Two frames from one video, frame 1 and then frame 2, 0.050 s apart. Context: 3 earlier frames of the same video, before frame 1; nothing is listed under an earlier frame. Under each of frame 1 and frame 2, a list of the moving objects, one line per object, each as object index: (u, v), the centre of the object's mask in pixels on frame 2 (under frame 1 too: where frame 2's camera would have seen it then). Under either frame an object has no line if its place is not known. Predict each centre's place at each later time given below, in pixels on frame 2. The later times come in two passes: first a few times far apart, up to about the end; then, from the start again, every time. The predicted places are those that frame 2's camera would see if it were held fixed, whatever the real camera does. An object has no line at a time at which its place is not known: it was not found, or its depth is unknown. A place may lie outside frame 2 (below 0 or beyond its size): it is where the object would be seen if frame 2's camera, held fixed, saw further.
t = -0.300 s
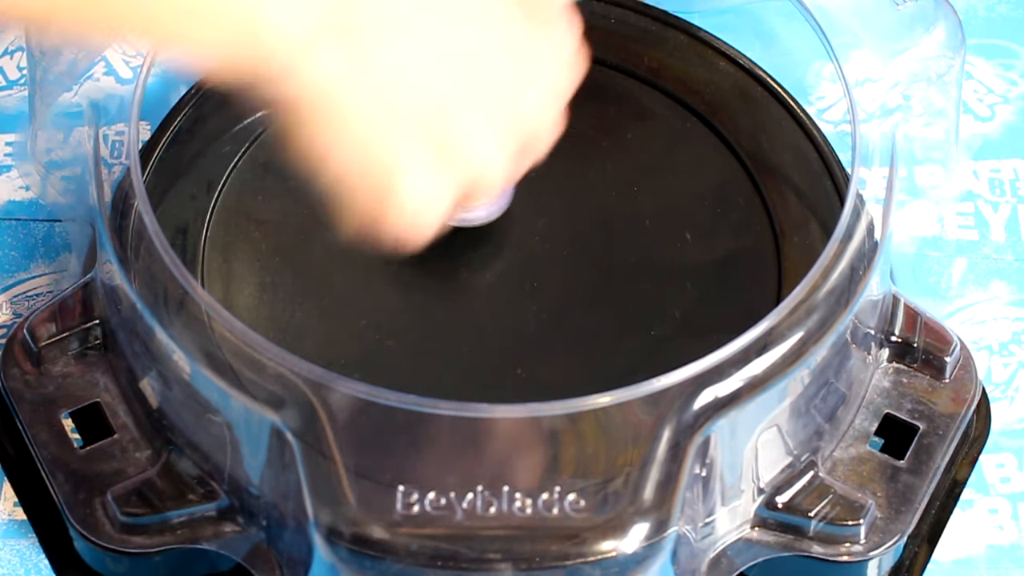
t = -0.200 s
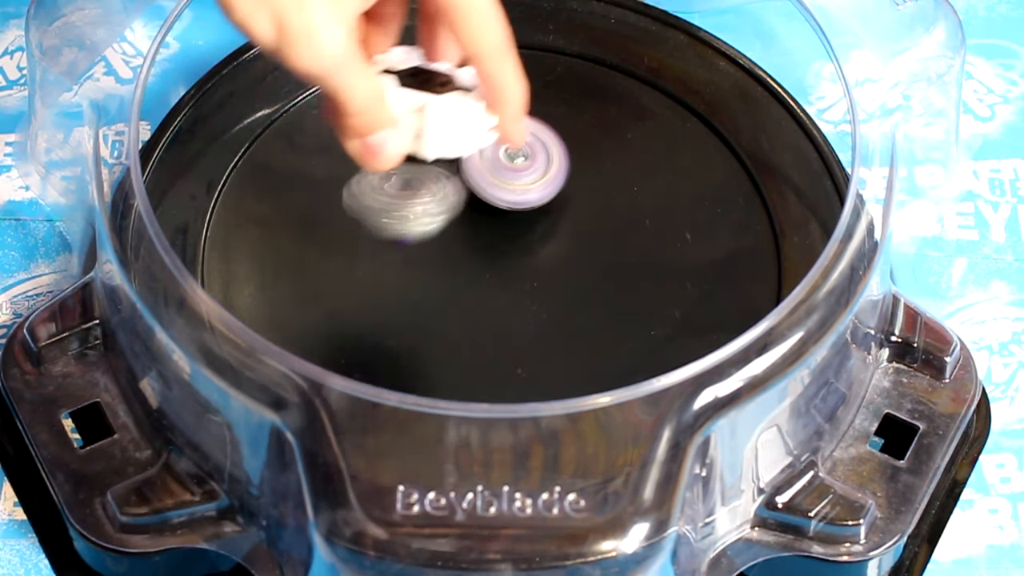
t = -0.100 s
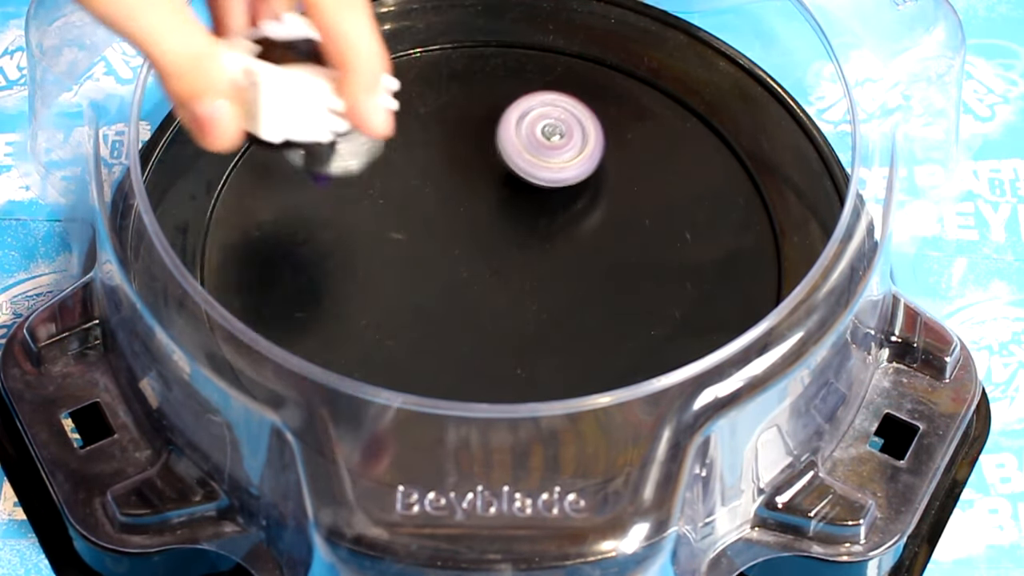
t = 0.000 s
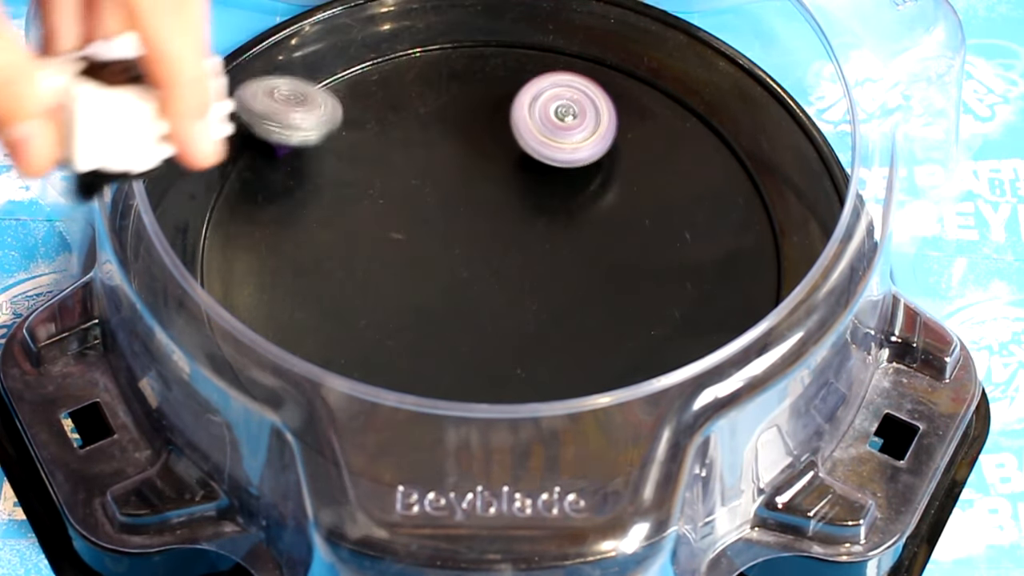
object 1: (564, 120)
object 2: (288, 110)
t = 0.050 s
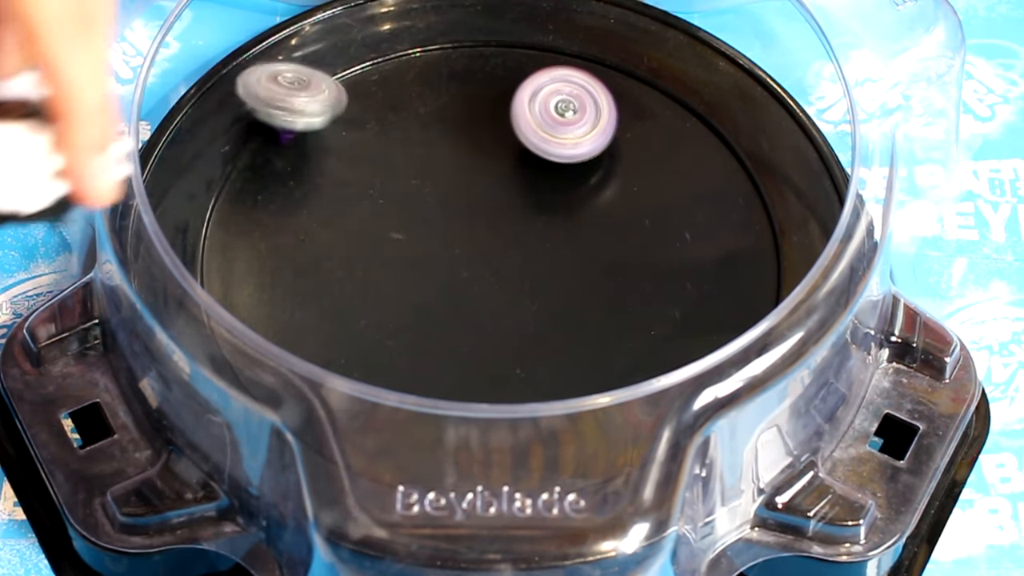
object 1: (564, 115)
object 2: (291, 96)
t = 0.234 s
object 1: (546, 113)
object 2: (389, 145)
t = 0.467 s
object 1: (540, 150)
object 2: (598, 287)
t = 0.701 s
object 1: (585, 204)
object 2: (658, 328)
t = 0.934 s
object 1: (688, 139)
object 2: (435, 285)
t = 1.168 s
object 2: (233, 167)
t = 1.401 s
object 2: (400, 191)
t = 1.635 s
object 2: (316, 102)
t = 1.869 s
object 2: (404, 178)
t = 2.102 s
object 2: (507, 237)
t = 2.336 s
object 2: (492, 189)
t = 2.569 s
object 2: (530, 163)
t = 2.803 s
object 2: (570, 194)
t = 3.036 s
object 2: (578, 245)
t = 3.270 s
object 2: (627, 218)
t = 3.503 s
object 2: (620, 187)
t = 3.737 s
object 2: (550, 222)
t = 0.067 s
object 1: (563, 114)
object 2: (293, 99)
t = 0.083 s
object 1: (562, 113)
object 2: (299, 96)
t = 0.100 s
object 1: (561, 112)
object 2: (304, 96)
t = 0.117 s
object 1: (559, 111)
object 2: (311, 100)
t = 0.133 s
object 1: (558, 111)
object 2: (318, 103)
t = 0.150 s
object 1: (556, 111)
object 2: (328, 108)
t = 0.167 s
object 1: (554, 110)
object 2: (338, 113)
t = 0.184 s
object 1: (552, 111)
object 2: (351, 120)
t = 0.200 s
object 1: (550, 111)
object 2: (362, 127)
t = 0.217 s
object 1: (547, 112)
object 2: (375, 136)
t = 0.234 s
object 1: (546, 113)
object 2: (389, 145)
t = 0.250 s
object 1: (544, 114)
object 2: (403, 155)
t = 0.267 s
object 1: (542, 115)
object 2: (419, 166)
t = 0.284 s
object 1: (541, 117)
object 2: (433, 176)
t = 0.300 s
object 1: (540, 119)
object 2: (450, 187)
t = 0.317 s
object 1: (539, 121)
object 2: (464, 197)
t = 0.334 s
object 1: (538, 123)
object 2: (481, 209)
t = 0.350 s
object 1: (537, 126)
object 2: (495, 219)
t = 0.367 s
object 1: (536, 129)
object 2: (512, 230)
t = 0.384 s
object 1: (536, 132)
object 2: (526, 239)
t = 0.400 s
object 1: (536, 135)
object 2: (543, 250)
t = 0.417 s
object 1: (537, 138)
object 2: (556, 260)
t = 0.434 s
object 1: (537, 142)
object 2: (571, 267)
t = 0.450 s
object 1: (538, 146)
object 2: (583, 276)
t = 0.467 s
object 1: (540, 150)
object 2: (598, 287)
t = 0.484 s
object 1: (541, 154)
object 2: (608, 291)
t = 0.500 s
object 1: (543, 158)
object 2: (621, 301)
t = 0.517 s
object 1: (545, 162)
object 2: (630, 307)
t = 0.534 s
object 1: (547, 166)
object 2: (640, 309)
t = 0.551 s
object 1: (550, 170)
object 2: (647, 315)
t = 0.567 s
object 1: (552, 174)
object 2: (654, 323)
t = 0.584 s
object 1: (555, 178)
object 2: (658, 324)
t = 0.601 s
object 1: (559, 182)
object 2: (661, 326)
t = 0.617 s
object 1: (563, 187)
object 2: (664, 329)
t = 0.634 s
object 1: (566, 190)
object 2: (664, 327)
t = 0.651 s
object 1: (571, 194)
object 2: (664, 328)
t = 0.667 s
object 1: (575, 198)
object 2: (663, 329)
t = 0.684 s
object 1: (580, 201)
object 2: (661, 328)
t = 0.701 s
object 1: (585, 204)
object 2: (658, 328)
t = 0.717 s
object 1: (591, 206)
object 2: (653, 325)
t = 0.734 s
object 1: (597, 209)
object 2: (649, 323)
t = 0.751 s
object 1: (603, 211)
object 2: (642, 318)
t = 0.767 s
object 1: (608, 212)
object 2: (633, 311)
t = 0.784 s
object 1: (615, 212)
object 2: (624, 304)
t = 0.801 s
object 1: (621, 212)
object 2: (614, 302)
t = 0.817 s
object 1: (631, 206)
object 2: (594, 298)
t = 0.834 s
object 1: (644, 196)
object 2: (574, 300)
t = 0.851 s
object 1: (656, 185)
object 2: (553, 304)
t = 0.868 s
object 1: (666, 175)
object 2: (527, 298)
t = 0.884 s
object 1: (674, 165)
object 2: (504, 295)
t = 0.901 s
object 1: (680, 155)
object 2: (483, 298)
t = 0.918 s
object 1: (684, 147)
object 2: (460, 294)
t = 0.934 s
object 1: (688, 139)
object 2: (435, 285)
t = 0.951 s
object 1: (690, 131)
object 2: (415, 283)
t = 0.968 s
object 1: (690, 124)
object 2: (396, 279)
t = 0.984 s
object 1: (690, 118)
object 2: (375, 272)
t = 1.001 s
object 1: (688, 112)
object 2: (355, 262)
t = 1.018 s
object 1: (685, 107)
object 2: (339, 253)
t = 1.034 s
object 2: (324, 243)
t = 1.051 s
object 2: (309, 233)
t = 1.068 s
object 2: (293, 222)
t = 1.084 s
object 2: (279, 211)
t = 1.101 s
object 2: (269, 201)
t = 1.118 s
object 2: (258, 192)
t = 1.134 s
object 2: (248, 183)
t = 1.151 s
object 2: (239, 174)
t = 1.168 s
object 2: (233, 167)
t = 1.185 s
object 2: (237, 164)
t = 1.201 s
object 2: (244, 164)
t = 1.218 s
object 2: (252, 164)
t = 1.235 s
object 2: (261, 165)
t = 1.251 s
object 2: (273, 166)
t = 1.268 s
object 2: (286, 169)
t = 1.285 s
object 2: (298, 172)
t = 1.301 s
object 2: (311, 175)
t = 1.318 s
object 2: (325, 178)
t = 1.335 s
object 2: (343, 182)
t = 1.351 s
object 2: (361, 187)
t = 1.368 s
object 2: (377, 191)
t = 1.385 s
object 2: (394, 195)
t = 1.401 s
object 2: (400, 191)
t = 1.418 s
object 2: (389, 183)
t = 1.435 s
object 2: (379, 172)
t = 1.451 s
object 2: (370, 163)
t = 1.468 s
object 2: (361, 155)
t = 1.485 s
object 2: (352, 147)
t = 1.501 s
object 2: (344, 138)
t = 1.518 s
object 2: (338, 131)
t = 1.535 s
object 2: (332, 124)
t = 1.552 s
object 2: (327, 118)
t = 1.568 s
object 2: (323, 113)
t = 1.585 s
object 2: (320, 109)
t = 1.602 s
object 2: (318, 105)
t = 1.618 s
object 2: (316, 103)
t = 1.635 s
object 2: (316, 102)
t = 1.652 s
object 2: (316, 102)
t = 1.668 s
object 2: (318, 103)
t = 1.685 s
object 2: (320, 105)
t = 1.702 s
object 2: (324, 108)
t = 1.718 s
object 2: (328, 112)
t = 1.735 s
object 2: (333, 118)
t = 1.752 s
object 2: (339, 124)
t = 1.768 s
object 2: (346, 131)
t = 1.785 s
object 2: (353, 137)
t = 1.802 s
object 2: (362, 144)
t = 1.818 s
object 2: (371, 152)
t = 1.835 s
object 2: (381, 160)
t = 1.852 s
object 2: (392, 169)
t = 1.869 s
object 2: (404, 178)
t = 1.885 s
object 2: (418, 188)
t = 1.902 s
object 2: (431, 197)
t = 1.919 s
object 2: (445, 206)
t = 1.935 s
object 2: (459, 215)
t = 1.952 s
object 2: (473, 223)
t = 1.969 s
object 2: (487, 231)
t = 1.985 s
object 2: (501, 238)
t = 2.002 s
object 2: (516, 244)
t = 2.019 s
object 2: (523, 249)
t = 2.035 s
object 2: (522, 241)
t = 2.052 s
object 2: (519, 235)
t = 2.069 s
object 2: (515, 233)
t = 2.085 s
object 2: (511, 236)
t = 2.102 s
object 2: (507, 237)
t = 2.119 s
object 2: (505, 231)
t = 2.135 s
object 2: (502, 229)
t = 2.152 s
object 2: (499, 227)
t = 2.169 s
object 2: (497, 224)
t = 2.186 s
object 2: (495, 221)
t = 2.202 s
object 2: (493, 218)
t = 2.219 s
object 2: (492, 213)
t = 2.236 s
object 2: (491, 210)
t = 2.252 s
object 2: (490, 205)
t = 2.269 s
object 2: (490, 202)
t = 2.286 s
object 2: (490, 200)
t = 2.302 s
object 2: (490, 196)
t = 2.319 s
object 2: (491, 193)
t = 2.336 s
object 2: (492, 189)
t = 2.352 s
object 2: (493, 186)
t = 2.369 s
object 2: (495, 183)
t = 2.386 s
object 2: (497, 180)
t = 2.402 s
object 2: (499, 177)
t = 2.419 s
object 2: (502, 175)
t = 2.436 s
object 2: (504, 172)
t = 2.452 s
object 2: (507, 170)
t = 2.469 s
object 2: (510, 168)
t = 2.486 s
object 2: (513, 166)
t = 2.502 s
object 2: (516, 165)
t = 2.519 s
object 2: (520, 164)
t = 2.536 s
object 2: (523, 163)
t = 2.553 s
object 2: (526, 163)
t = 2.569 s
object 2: (530, 163)
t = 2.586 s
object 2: (533, 163)
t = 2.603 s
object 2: (537, 164)
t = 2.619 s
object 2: (540, 164)
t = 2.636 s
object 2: (544, 166)
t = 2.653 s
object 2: (547, 168)
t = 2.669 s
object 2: (550, 169)
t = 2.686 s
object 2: (553, 171)
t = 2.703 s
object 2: (556, 174)
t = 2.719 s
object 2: (558, 177)
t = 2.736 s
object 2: (561, 180)
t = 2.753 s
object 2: (563, 183)
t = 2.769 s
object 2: (566, 187)
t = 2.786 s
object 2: (568, 190)
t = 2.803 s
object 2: (570, 194)
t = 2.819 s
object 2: (572, 197)
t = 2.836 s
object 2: (573, 200)
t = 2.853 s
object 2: (575, 205)
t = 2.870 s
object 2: (576, 207)
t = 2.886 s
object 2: (577, 212)
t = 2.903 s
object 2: (578, 218)
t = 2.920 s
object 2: (578, 222)
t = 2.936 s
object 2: (578, 225)
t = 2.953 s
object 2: (578, 229)
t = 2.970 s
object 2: (578, 233)
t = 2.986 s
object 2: (578, 237)
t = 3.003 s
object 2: (578, 240)
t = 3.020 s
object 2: (578, 243)
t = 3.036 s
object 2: (578, 245)
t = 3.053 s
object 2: (578, 248)
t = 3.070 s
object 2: (577, 251)
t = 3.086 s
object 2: (578, 253)
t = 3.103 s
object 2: (582, 251)
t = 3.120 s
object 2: (587, 249)
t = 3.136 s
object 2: (592, 247)
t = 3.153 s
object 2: (598, 243)
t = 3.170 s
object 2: (603, 239)
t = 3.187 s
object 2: (608, 236)
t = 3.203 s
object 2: (612, 232)
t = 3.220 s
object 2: (617, 229)
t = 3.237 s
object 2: (621, 225)
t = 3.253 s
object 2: (624, 222)
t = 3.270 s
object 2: (627, 218)
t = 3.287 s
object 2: (629, 215)
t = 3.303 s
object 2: (631, 211)
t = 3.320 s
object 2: (632, 208)
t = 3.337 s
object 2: (633, 205)
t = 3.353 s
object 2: (634, 202)
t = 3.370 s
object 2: (634, 199)
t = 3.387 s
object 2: (634, 197)
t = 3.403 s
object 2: (633, 194)
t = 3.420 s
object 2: (632, 193)
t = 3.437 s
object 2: (631, 191)
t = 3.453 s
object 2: (628, 189)
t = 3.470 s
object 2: (626, 188)
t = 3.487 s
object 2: (624, 187)
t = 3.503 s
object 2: (620, 187)
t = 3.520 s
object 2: (616, 187)
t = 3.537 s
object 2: (613, 187)
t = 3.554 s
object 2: (608, 188)
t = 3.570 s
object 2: (604, 190)
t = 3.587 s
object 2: (599, 191)
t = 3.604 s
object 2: (594, 193)
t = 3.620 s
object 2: (588, 195)
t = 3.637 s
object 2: (583, 198)
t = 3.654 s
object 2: (578, 201)
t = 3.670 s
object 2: (572, 205)
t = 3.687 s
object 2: (566, 209)
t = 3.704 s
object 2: (560, 213)
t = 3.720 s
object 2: (555, 217)
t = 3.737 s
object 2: (550, 222)
